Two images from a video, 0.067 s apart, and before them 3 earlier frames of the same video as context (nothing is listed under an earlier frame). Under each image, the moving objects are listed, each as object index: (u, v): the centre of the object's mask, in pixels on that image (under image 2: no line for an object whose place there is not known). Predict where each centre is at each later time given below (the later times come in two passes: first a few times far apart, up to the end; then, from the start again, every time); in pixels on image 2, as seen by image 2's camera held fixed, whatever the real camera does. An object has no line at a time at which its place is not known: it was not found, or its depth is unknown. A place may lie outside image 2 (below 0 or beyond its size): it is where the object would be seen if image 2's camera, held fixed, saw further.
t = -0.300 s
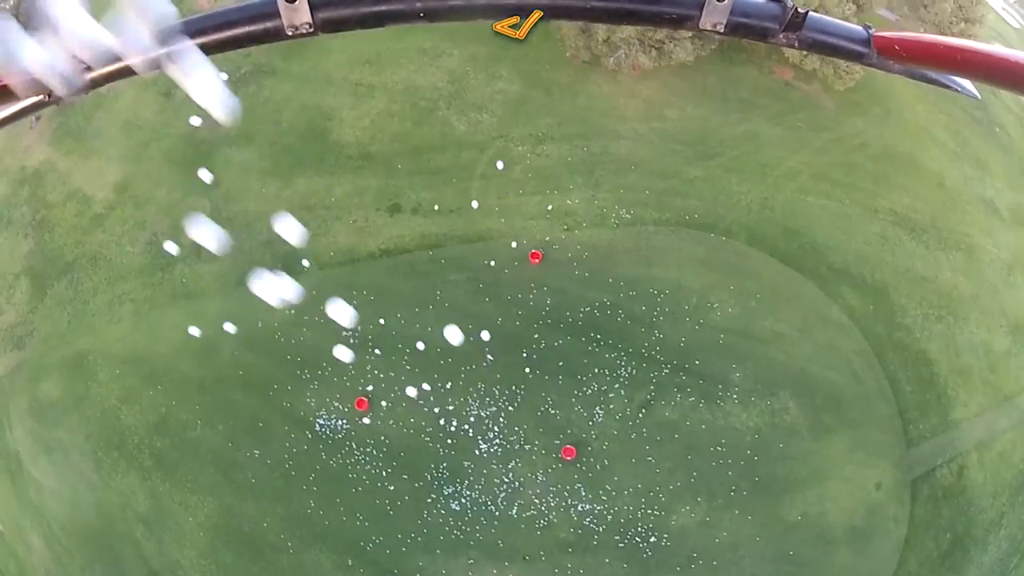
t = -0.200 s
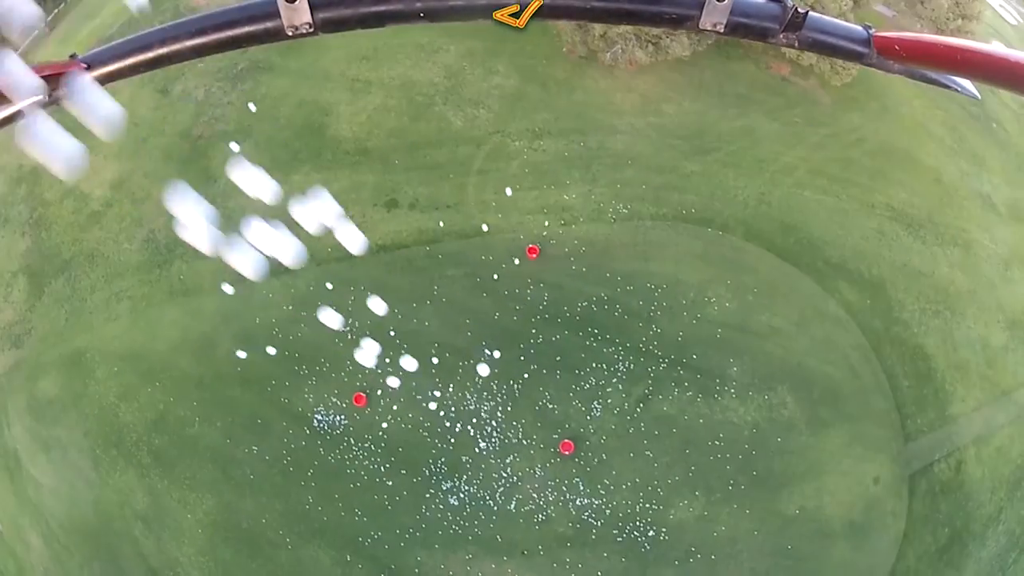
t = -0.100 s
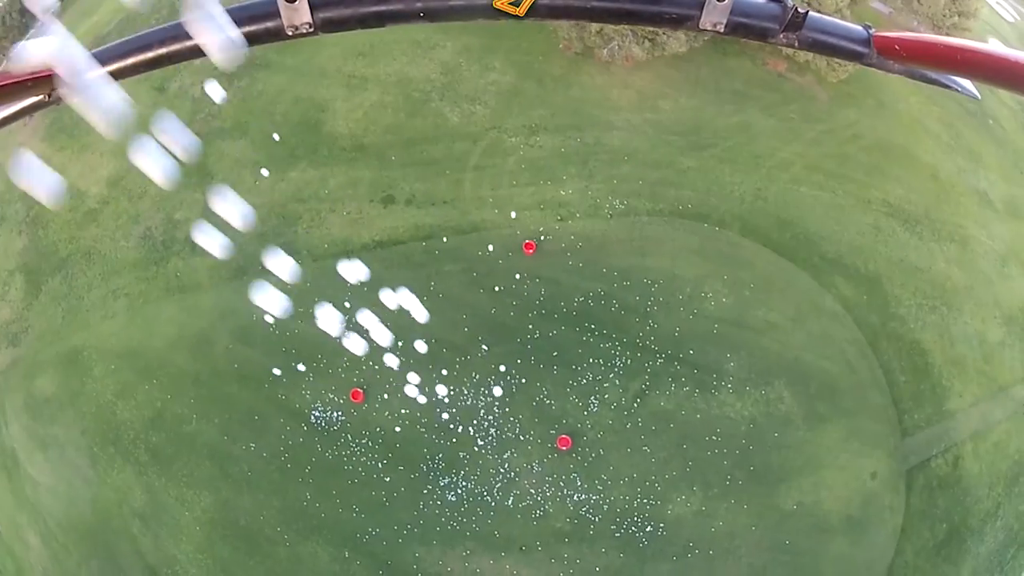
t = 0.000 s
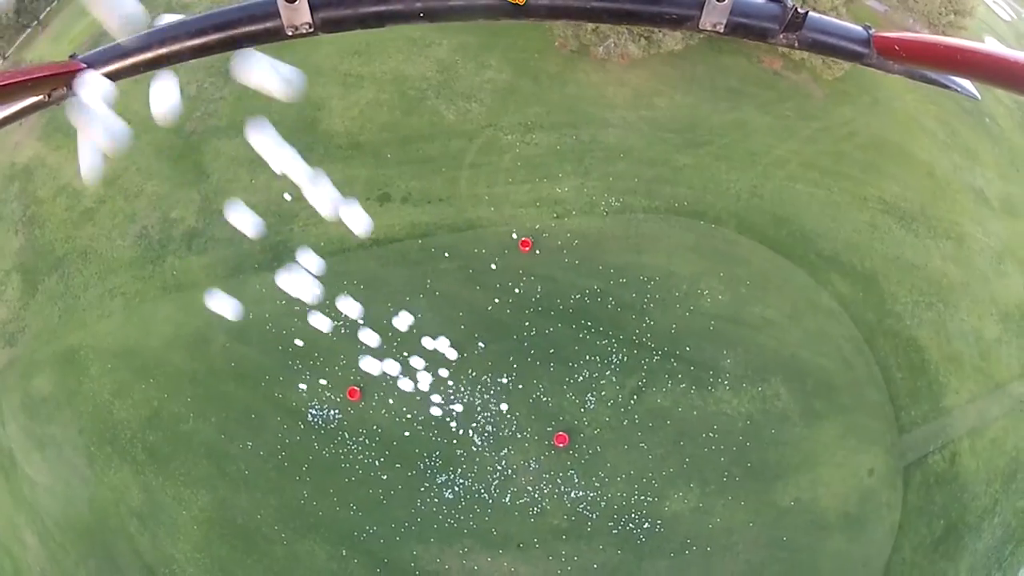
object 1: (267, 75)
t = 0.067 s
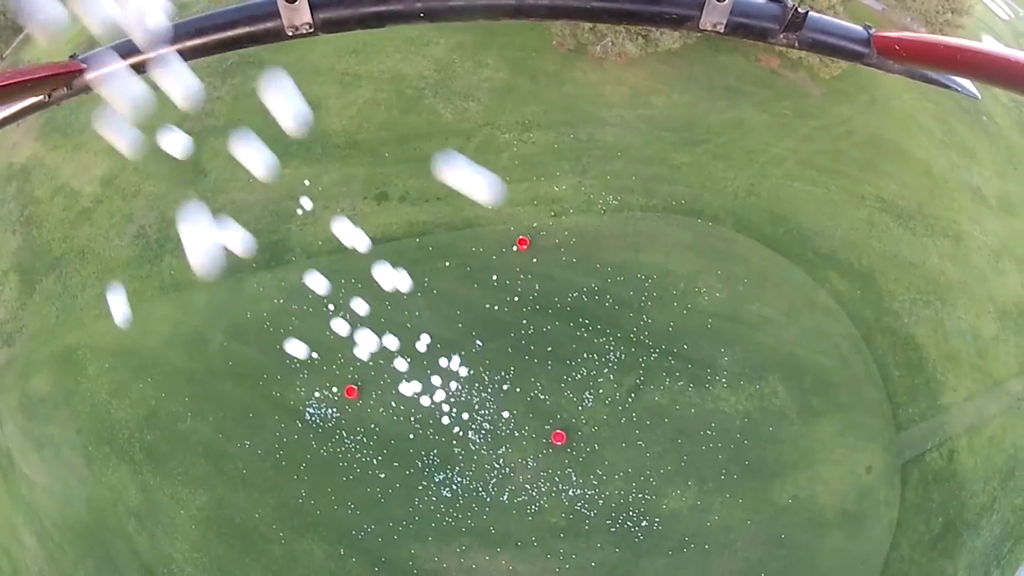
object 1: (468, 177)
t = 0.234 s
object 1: (725, 384)
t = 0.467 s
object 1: (759, 473)
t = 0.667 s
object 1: (742, 498)
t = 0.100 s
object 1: (556, 235)
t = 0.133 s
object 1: (623, 285)
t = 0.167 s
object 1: (670, 325)
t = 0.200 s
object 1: (703, 358)
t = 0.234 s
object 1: (725, 384)
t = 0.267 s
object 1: (740, 406)
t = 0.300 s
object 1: (750, 423)
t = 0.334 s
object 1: (755, 437)
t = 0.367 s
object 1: (759, 448)
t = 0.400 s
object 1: (760, 458)
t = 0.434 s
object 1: (760, 466)
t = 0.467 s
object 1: (759, 473)
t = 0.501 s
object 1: (757, 479)
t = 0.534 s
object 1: (755, 484)
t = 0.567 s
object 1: (752, 489)
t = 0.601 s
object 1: (749, 492)
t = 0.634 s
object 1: (746, 496)
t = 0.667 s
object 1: (742, 498)
